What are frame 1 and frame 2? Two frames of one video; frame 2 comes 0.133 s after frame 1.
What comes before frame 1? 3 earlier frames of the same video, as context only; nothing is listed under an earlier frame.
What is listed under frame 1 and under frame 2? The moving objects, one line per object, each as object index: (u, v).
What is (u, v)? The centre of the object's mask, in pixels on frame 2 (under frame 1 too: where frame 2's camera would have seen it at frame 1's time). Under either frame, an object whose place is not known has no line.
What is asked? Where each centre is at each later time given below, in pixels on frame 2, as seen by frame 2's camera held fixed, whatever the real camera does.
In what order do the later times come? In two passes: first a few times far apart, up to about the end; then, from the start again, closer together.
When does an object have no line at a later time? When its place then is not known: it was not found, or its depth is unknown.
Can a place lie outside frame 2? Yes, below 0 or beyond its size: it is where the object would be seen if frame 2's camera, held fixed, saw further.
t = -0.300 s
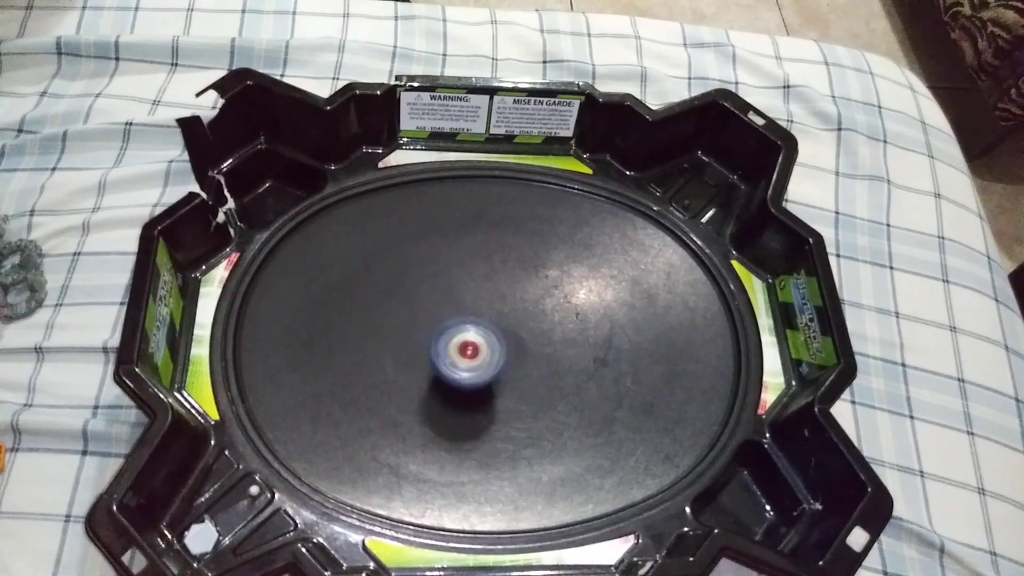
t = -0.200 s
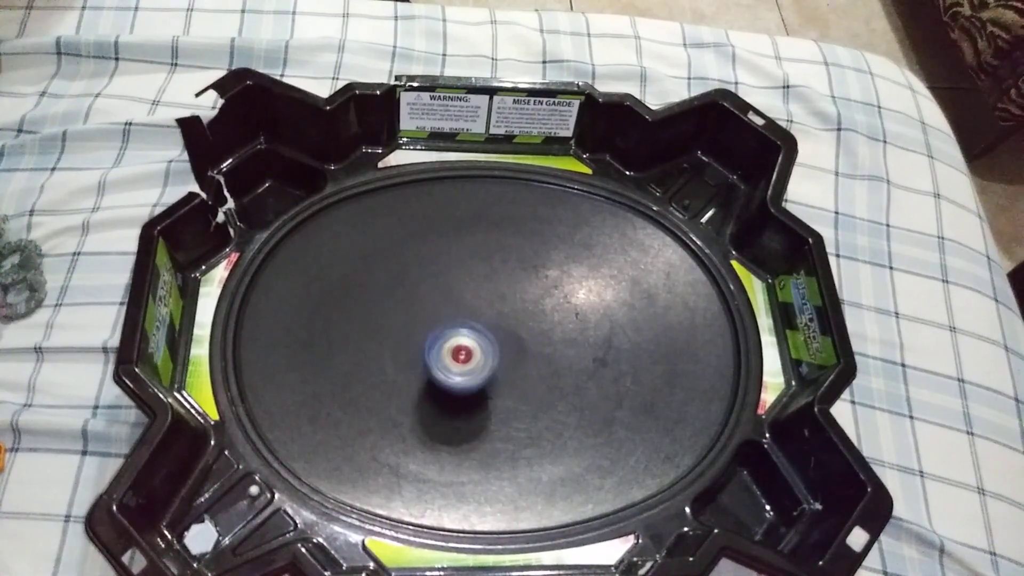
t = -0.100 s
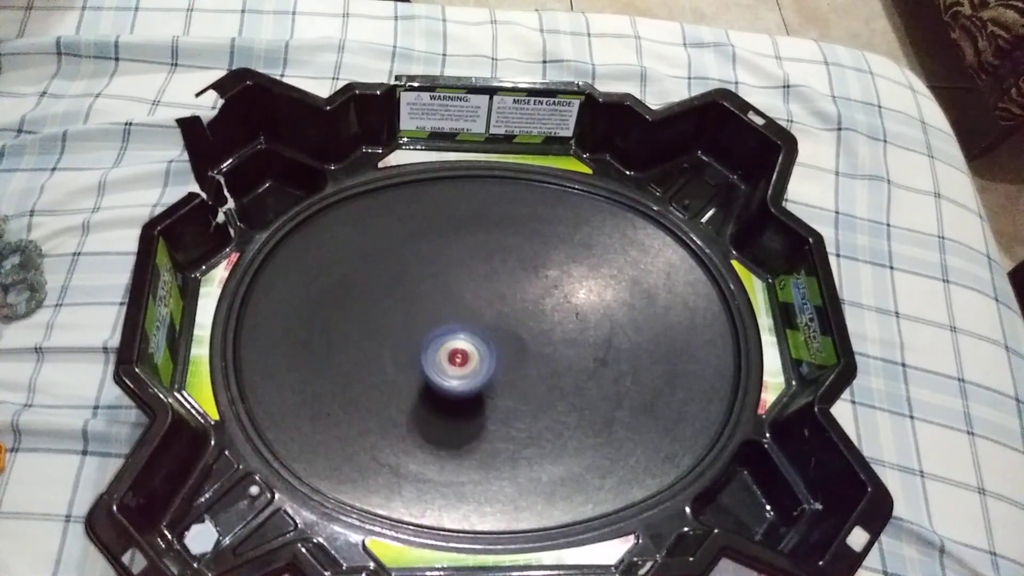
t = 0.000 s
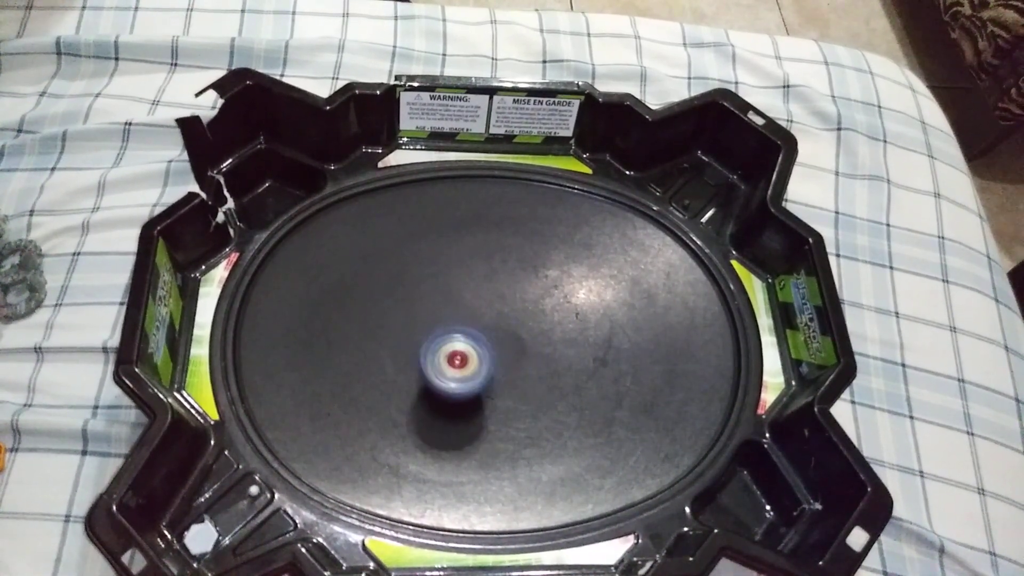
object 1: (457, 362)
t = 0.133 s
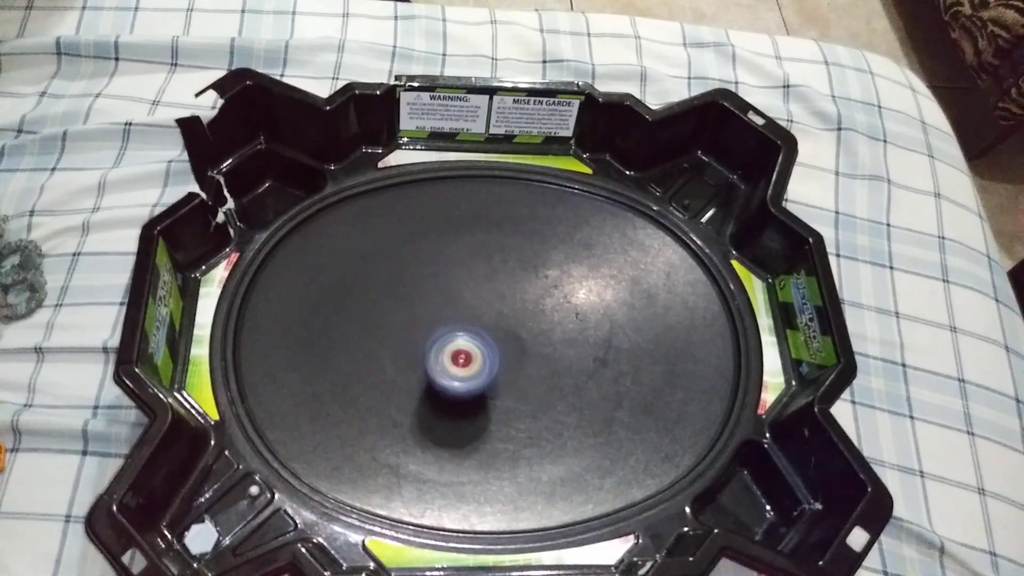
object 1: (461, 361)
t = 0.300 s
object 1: (465, 354)
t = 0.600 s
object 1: (462, 329)
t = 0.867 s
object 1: (455, 329)
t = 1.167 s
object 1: (460, 343)
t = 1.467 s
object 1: (480, 364)
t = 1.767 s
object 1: (498, 365)
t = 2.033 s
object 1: (487, 351)
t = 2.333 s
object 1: (459, 351)
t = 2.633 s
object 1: (462, 360)
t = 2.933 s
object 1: (473, 346)
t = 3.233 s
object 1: (458, 331)
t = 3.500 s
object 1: (452, 346)
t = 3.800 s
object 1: (474, 361)
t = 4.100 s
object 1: (489, 357)
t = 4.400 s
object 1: (486, 358)
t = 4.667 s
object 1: (487, 359)
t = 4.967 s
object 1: (475, 356)
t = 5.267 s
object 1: (467, 354)
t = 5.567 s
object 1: (461, 346)
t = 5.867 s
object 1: (450, 344)
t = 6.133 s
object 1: (464, 349)
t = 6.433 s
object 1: (473, 354)
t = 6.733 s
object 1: (473, 355)
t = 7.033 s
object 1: (473, 355)
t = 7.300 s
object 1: (471, 356)
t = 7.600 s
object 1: (469, 353)
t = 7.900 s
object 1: (467, 351)
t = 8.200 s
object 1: (473, 357)
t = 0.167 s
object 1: (462, 360)
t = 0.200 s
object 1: (463, 359)
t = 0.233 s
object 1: (464, 357)
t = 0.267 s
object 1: (465, 356)
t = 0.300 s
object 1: (465, 354)
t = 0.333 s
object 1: (467, 351)
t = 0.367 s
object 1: (467, 349)
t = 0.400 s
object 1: (466, 346)
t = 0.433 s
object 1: (465, 343)
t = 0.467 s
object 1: (465, 339)
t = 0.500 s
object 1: (464, 336)
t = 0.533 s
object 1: (463, 334)
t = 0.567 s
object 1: (463, 331)
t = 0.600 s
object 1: (462, 329)
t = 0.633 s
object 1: (462, 328)
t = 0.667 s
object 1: (460, 326)
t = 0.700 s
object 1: (459, 324)
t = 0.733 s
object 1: (458, 323)
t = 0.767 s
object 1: (457, 324)
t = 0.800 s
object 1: (455, 326)
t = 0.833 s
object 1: (455, 327)
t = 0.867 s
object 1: (455, 329)
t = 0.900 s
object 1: (455, 331)
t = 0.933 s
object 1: (455, 333)
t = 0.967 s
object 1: (456, 335)
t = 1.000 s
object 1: (457, 336)
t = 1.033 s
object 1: (457, 338)
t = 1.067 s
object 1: (458, 339)
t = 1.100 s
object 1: (459, 340)
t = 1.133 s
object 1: (459, 341)
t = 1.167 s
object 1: (460, 343)
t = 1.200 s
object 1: (460, 345)
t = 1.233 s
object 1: (462, 348)
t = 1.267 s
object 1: (464, 351)
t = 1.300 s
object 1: (466, 354)
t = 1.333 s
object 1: (468, 356)
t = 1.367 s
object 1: (471, 359)
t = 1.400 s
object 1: (474, 362)
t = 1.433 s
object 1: (477, 363)
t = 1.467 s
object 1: (480, 364)
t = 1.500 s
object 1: (482, 366)
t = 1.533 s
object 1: (484, 366)
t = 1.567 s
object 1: (487, 366)
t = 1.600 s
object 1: (489, 367)
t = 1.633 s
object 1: (491, 367)
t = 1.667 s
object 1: (493, 366)
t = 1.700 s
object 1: (494, 366)
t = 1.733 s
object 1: (496, 365)
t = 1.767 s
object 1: (498, 365)
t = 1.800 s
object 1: (499, 363)
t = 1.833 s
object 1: (500, 362)
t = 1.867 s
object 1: (500, 359)
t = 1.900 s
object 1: (500, 358)
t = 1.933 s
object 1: (498, 355)
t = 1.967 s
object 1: (495, 354)
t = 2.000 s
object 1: (491, 352)
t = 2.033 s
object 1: (487, 351)
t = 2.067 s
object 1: (484, 350)
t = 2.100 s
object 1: (480, 349)
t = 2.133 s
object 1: (476, 348)
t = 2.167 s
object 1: (472, 347)
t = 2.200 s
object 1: (468, 347)
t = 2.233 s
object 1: (464, 346)
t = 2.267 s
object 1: (462, 348)
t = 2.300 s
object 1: (460, 350)
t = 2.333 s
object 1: (459, 351)
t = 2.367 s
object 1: (458, 352)
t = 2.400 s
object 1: (457, 354)
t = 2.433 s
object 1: (457, 355)
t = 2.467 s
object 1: (457, 356)
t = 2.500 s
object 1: (457, 358)
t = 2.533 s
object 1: (457, 359)
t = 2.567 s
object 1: (459, 360)
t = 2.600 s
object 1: (460, 360)
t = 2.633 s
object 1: (462, 360)
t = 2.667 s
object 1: (463, 360)
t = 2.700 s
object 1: (464, 359)
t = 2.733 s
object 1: (467, 358)
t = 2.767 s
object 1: (468, 357)
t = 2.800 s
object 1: (470, 355)
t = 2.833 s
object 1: (473, 354)
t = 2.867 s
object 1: (475, 353)
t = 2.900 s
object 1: (473, 349)
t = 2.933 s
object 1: (473, 346)
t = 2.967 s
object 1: (471, 344)
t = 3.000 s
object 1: (470, 342)
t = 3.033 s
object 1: (468, 338)
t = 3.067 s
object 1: (466, 336)
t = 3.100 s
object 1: (464, 335)
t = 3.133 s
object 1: (462, 332)
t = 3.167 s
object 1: (461, 332)
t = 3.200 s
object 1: (460, 331)
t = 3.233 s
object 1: (458, 331)
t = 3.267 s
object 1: (457, 331)
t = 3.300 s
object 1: (456, 332)
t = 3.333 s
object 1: (454, 334)
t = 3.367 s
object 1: (452, 336)
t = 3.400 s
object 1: (452, 338)
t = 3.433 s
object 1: (451, 341)
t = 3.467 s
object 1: (450, 344)
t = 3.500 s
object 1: (452, 346)
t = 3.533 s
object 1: (454, 347)
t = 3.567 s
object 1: (455, 350)
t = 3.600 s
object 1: (457, 352)
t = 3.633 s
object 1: (460, 354)
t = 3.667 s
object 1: (462, 356)
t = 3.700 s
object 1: (465, 358)
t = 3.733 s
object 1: (467, 359)
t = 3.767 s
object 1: (470, 360)
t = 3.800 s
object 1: (474, 361)
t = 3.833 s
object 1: (476, 361)
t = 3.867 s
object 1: (479, 361)
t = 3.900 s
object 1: (481, 360)
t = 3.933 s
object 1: (484, 359)
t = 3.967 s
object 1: (486, 359)
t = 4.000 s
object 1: (488, 357)
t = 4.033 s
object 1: (490, 358)
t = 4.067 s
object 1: (489, 357)
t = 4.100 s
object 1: (489, 357)
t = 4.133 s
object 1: (489, 356)
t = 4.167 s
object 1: (489, 356)
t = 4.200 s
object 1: (489, 356)
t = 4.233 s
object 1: (489, 355)
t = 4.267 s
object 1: (488, 355)
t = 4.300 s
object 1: (487, 355)
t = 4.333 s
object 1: (487, 356)
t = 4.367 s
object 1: (487, 356)
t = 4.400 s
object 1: (486, 358)
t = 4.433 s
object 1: (485, 358)
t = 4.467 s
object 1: (486, 359)
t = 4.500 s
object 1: (486, 359)
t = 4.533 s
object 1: (486, 360)
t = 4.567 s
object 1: (486, 361)
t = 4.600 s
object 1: (487, 360)
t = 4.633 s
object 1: (486, 360)
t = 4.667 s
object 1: (487, 359)
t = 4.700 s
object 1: (487, 359)
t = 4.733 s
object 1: (486, 358)
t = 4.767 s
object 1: (485, 358)
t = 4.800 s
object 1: (483, 357)
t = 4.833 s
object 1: (483, 358)
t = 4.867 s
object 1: (481, 357)
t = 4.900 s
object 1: (478, 357)
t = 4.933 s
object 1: (476, 356)
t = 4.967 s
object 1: (475, 356)
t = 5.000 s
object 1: (474, 356)
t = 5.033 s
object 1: (473, 356)
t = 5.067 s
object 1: (472, 356)
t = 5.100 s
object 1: (470, 356)
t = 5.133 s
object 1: (470, 356)
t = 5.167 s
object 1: (469, 356)
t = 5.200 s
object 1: (467, 355)
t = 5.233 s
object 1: (467, 354)
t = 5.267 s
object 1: (467, 354)
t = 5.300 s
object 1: (467, 354)
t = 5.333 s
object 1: (466, 353)
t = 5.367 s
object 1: (464, 352)
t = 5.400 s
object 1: (464, 351)
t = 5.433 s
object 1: (464, 350)
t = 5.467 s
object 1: (463, 349)
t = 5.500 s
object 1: (462, 348)
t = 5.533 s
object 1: (461, 346)
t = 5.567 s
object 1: (461, 346)
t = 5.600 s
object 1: (461, 343)
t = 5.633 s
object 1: (458, 342)
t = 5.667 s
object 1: (457, 342)
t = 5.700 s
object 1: (457, 341)
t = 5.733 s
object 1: (455, 341)
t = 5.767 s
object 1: (453, 341)
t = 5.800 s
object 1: (452, 342)
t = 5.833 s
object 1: (452, 342)
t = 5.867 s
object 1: (450, 344)
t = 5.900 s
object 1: (451, 345)
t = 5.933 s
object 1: (453, 346)
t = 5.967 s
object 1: (455, 345)
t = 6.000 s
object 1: (457, 347)
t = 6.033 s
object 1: (458, 348)
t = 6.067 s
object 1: (461, 348)
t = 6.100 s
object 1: (462, 348)
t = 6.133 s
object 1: (464, 349)
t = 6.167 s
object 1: (467, 349)
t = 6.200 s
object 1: (467, 349)
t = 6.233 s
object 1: (469, 349)
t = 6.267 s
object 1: (470, 350)
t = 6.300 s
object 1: (470, 350)
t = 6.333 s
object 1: (471, 351)
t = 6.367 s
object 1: (472, 353)
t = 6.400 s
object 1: (472, 353)
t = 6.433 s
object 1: (473, 354)
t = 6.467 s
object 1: (474, 356)
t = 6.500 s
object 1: (475, 354)
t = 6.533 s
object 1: (474, 355)
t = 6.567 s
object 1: (475, 355)
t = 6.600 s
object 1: (475, 354)
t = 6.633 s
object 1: (473, 353)
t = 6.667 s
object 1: (474, 354)
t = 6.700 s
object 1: (474, 354)
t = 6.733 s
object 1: (473, 355)
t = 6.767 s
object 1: (474, 357)
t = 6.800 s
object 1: (473, 357)
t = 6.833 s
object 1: (474, 357)
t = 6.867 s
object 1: (476, 357)
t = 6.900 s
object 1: (474, 356)
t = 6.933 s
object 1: (474, 357)
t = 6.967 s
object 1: (473, 355)
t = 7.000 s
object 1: (470, 355)
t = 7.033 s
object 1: (473, 355)
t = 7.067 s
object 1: (471, 354)
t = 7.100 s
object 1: (470, 353)
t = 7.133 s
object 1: (471, 354)
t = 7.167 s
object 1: (470, 354)
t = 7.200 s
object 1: (469, 354)
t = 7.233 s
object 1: (469, 354)
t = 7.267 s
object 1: (469, 354)
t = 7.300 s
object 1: (471, 356)
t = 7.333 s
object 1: (469, 355)
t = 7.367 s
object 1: (471, 354)
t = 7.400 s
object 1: (472, 354)
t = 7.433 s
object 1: (472, 356)
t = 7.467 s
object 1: (473, 355)
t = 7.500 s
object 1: (473, 354)
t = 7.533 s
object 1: (474, 354)
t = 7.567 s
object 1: (472, 352)
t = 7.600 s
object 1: (469, 353)
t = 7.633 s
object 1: (471, 352)
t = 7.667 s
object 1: (468, 351)
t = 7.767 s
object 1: (470, 352)
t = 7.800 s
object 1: (469, 350)
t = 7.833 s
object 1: (468, 352)
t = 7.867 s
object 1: (469, 351)
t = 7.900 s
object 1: (467, 351)
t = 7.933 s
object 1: (470, 351)
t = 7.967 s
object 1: (467, 351)
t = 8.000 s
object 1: (470, 353)
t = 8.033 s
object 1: (467, 352)
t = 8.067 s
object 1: (470, 354)
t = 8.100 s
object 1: (469, 353)
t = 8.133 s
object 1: (471, 356)
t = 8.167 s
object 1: (472, 355)
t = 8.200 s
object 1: (473, 357)
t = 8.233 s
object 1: (477, 356)
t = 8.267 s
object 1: (477, 355)
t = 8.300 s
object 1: (477, 354)
